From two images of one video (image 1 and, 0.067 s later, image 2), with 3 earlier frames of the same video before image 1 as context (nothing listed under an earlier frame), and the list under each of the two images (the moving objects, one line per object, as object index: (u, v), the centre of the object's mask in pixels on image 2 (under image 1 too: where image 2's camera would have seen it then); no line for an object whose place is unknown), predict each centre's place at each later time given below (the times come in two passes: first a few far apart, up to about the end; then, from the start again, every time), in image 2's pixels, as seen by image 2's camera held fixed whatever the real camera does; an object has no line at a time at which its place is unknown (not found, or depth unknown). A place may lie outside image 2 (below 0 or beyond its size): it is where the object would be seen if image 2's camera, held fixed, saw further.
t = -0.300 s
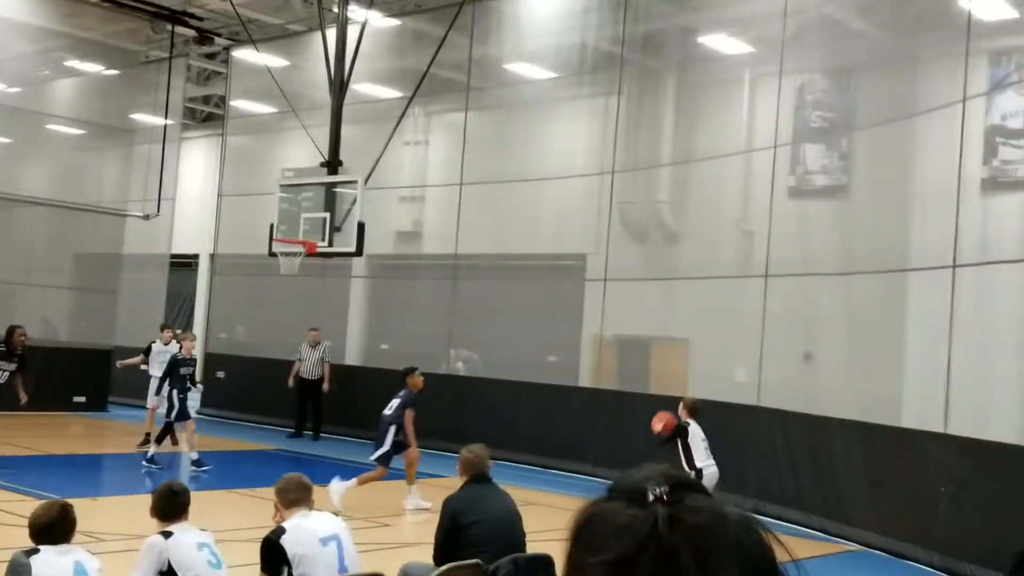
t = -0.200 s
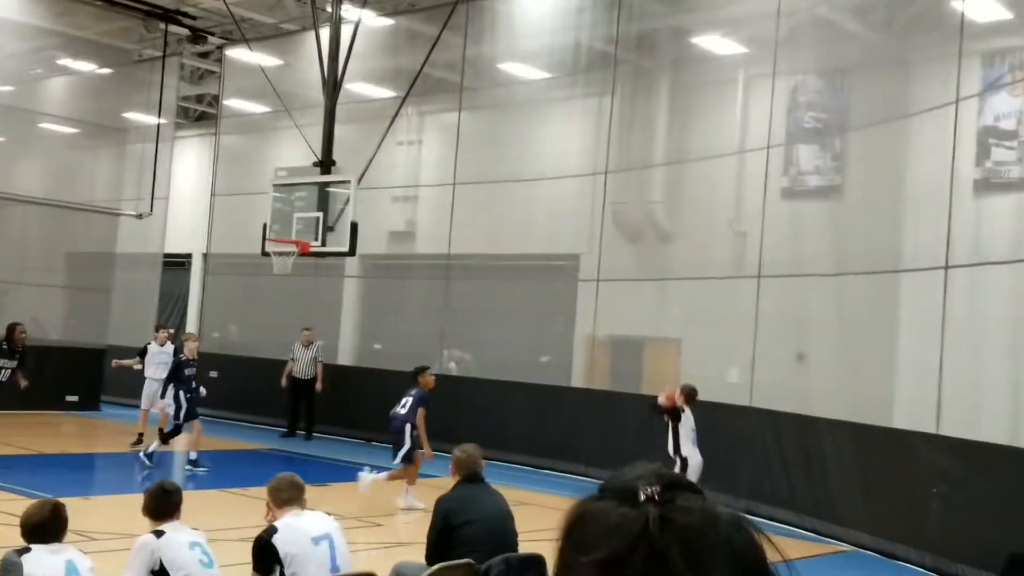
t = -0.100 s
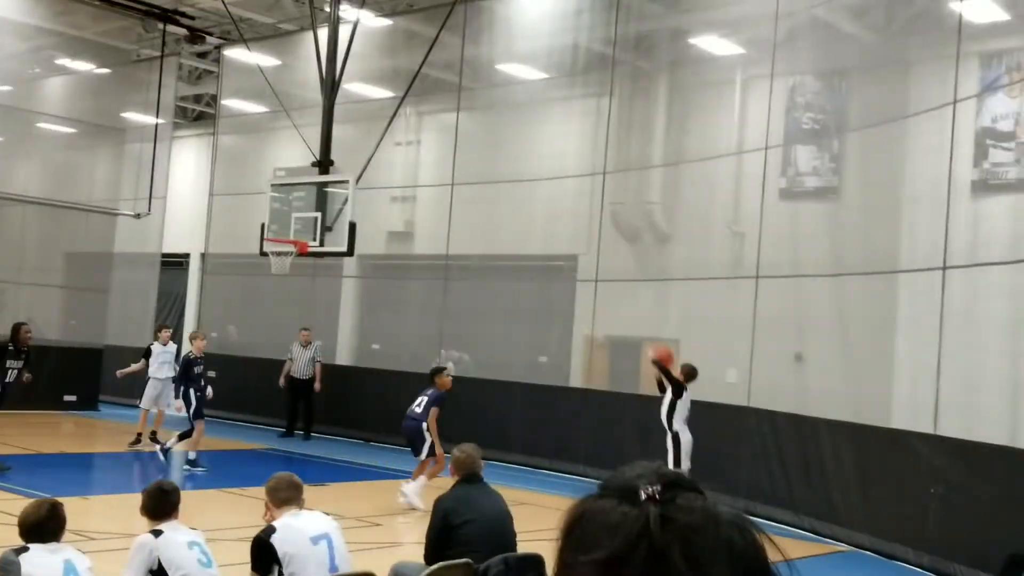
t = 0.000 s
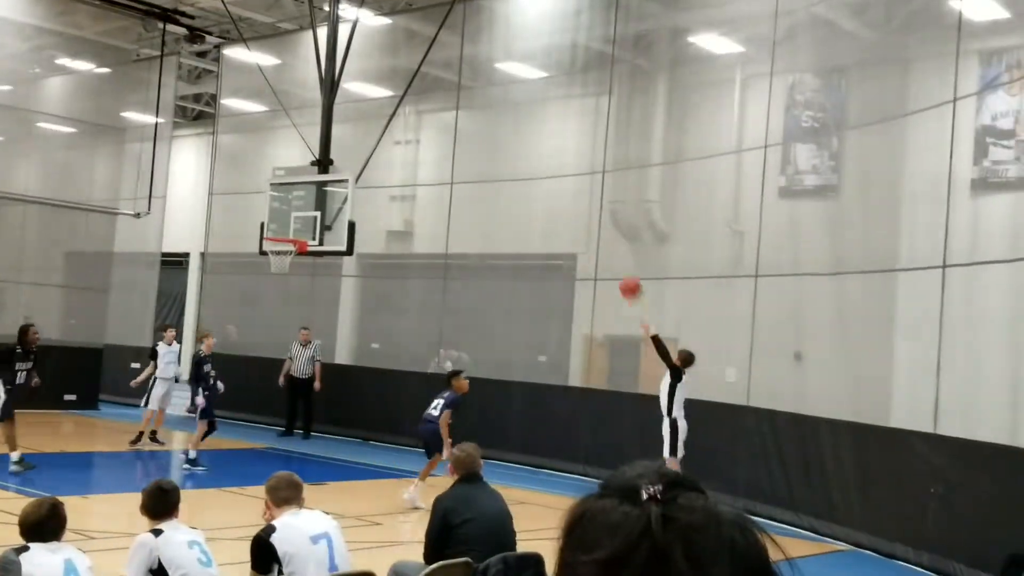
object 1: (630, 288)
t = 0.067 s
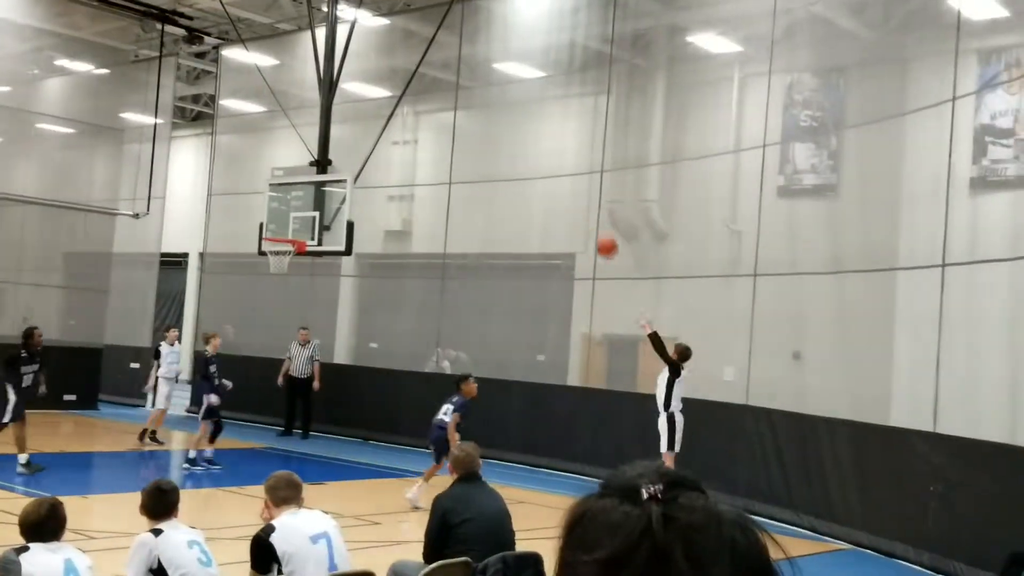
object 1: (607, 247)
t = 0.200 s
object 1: (562, 182)
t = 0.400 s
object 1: (500, 120)
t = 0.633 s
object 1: (432, 94)
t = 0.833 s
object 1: (377, 107)
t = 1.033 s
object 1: (323, 146)
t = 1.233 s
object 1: (273, 210)
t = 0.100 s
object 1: (595, 229)
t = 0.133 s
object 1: (584, 213)
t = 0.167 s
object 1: (574, 197)
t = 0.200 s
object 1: (562, 182)
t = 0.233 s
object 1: (552, 169)
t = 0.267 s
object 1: (541, 156)
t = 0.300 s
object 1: (531, 146)
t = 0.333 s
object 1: (520, 136)
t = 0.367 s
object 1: (510, 128)
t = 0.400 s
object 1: (500, 120)
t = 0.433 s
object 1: (490, 113)
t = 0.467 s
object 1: (480, 107)
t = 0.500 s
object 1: (471, 102)
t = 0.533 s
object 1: (461, 100)
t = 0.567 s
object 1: (450, 97)
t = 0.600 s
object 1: (441, 95)
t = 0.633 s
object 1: (432, 94)
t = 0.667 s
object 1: (423, 95)
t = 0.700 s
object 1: (413, 95)
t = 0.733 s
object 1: (405, 96)
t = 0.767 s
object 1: (395, 99)
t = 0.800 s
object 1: (387, 102)
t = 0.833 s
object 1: (377, 107)
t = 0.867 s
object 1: (368, 110)
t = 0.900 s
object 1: (359, 116)
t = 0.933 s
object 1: (351, 123)
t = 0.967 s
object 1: (341, 129)
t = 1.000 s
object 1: (332, 138)
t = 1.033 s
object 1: (323, 146)
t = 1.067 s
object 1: (316, 156)
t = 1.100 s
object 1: (307, 165)
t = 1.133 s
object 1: (299, 175)
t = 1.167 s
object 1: (290, 187)
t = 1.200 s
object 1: (281, 197)
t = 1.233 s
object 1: (273, 210)
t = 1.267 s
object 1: (265, 224)
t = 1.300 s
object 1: (256, 236)
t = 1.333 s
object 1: (248, 251)
